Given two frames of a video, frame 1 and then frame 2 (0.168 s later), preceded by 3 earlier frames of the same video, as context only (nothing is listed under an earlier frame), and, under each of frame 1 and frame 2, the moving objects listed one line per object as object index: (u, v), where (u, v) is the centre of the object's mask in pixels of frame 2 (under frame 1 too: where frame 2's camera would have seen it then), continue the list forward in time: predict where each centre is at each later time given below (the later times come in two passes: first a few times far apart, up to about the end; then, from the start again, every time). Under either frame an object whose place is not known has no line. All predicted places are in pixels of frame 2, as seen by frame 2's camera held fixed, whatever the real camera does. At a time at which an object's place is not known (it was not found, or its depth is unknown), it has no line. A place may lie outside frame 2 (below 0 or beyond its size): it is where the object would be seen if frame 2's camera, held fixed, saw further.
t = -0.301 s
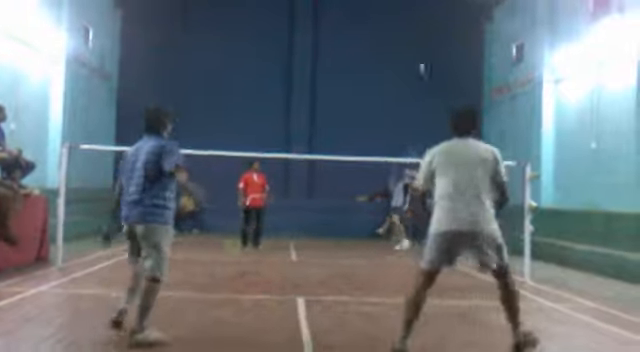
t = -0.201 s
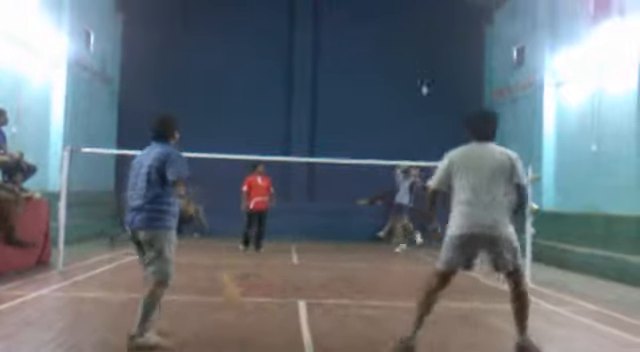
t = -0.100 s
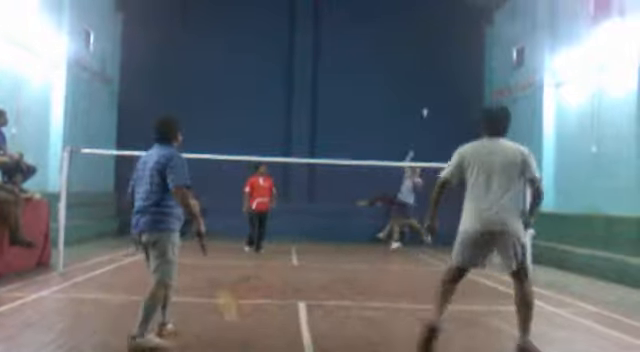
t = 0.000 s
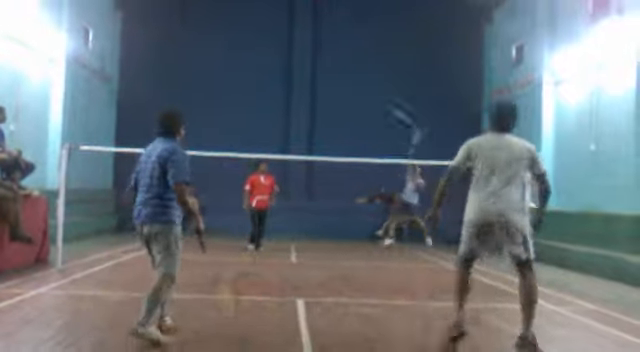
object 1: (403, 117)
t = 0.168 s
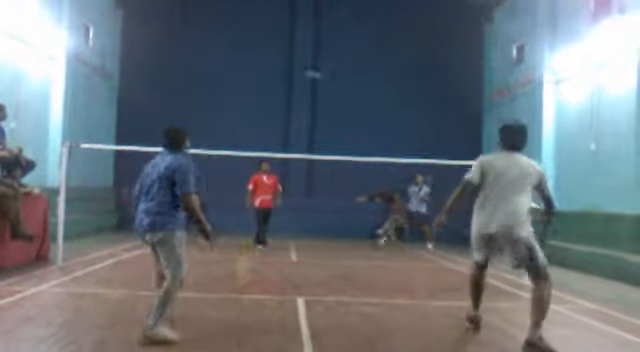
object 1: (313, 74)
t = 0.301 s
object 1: (260, 59)
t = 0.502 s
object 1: (183, 61)
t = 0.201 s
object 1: (302, 71)
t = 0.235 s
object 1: (286, 67)
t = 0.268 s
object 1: (273, 62)
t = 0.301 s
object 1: (260, 59)
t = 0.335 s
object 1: (247, 59)
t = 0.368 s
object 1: (233, 58)
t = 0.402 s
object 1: (221, 58)
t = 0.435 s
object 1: (207, 58)
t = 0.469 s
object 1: (196, 59)
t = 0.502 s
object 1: (183, 61)
